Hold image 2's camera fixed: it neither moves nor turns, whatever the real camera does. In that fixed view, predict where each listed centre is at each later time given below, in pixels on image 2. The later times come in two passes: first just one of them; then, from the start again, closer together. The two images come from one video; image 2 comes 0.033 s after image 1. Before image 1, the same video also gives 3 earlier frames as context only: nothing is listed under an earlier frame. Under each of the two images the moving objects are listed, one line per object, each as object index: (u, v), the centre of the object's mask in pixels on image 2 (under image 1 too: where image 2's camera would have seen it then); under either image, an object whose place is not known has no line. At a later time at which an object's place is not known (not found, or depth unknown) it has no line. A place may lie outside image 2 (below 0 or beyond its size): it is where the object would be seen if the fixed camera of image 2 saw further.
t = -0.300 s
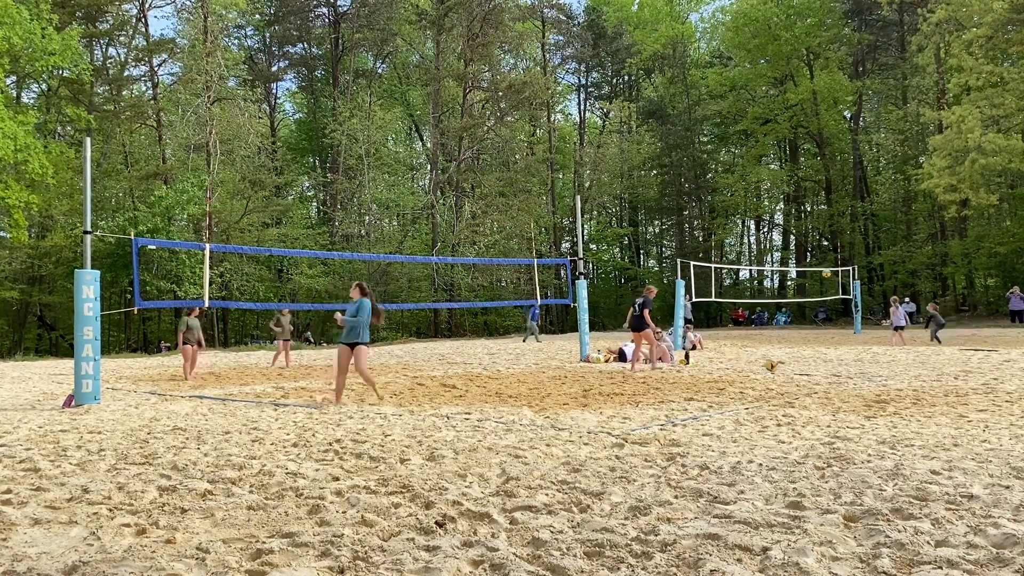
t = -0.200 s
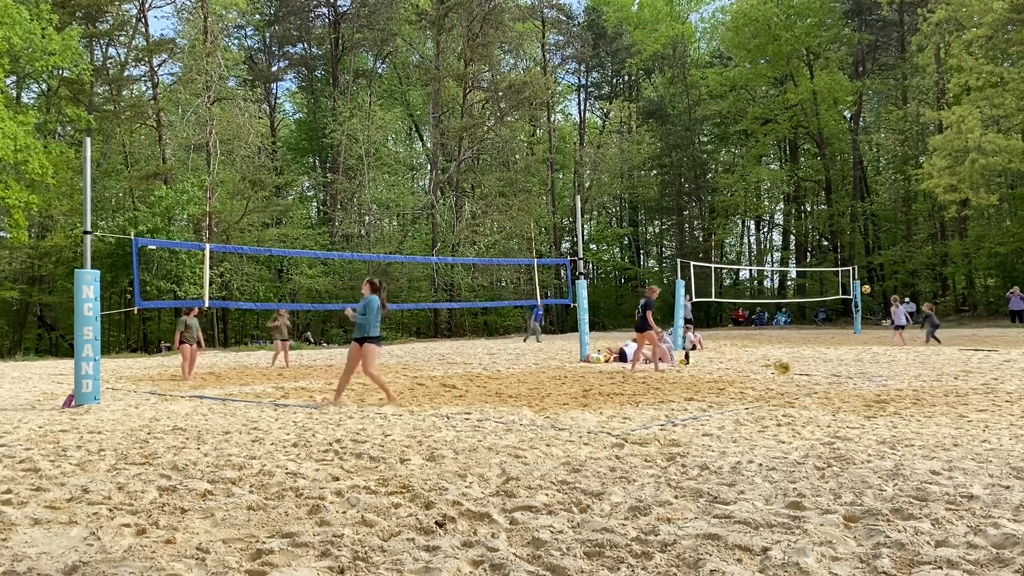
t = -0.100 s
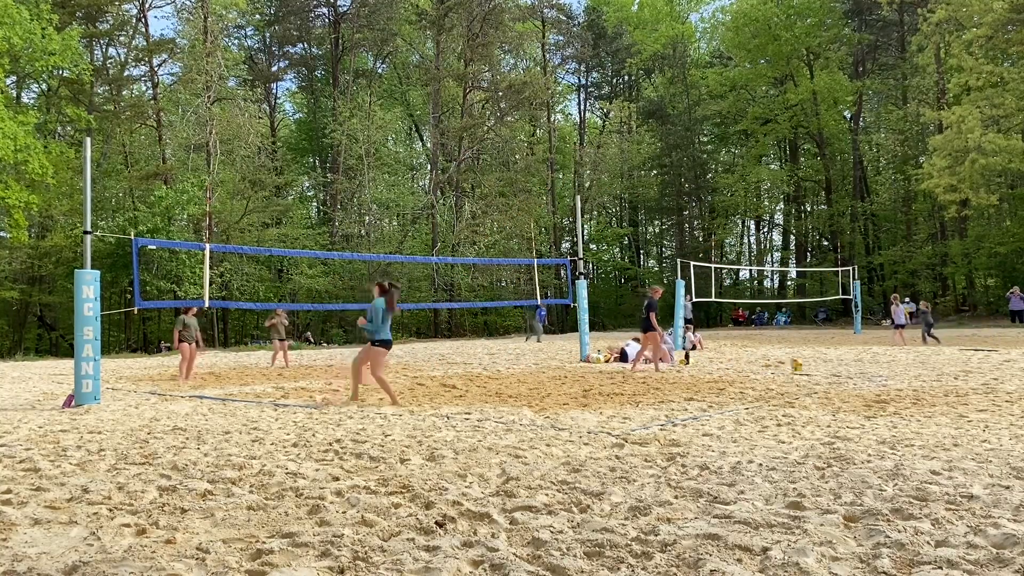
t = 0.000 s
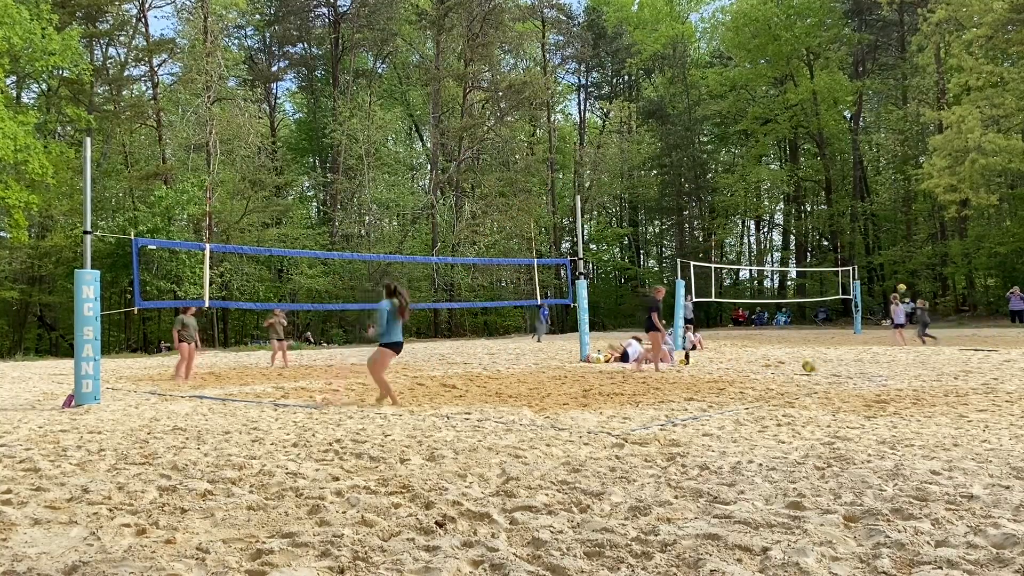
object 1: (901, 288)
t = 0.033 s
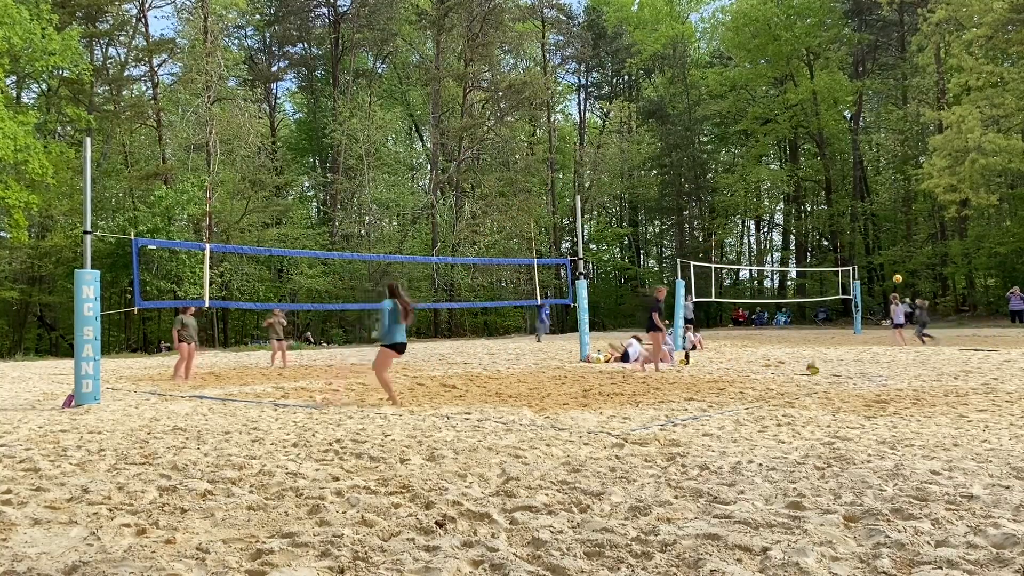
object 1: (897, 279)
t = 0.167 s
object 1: (881, 246)
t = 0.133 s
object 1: (885, 254)
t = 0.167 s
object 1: (881, 246)
